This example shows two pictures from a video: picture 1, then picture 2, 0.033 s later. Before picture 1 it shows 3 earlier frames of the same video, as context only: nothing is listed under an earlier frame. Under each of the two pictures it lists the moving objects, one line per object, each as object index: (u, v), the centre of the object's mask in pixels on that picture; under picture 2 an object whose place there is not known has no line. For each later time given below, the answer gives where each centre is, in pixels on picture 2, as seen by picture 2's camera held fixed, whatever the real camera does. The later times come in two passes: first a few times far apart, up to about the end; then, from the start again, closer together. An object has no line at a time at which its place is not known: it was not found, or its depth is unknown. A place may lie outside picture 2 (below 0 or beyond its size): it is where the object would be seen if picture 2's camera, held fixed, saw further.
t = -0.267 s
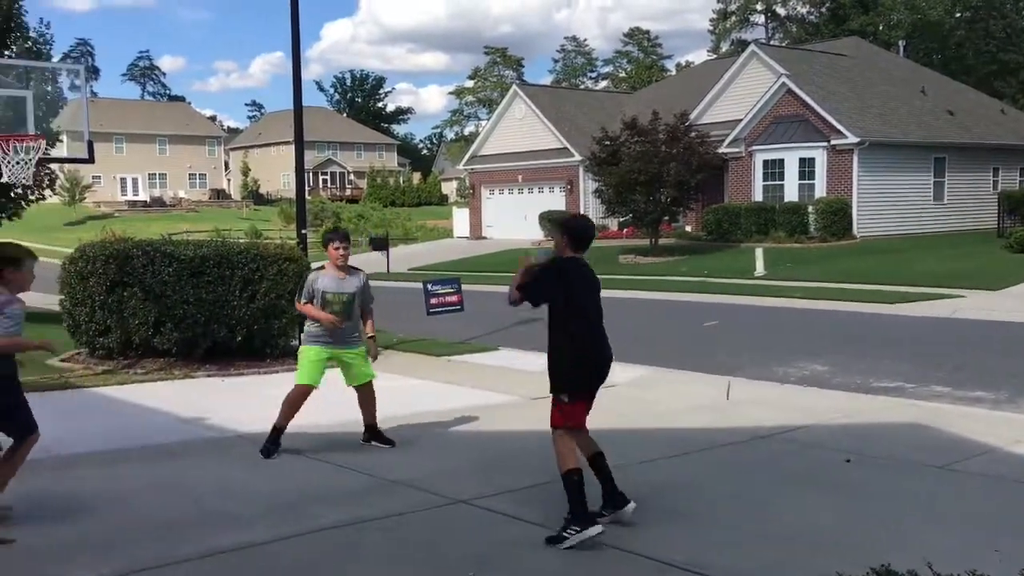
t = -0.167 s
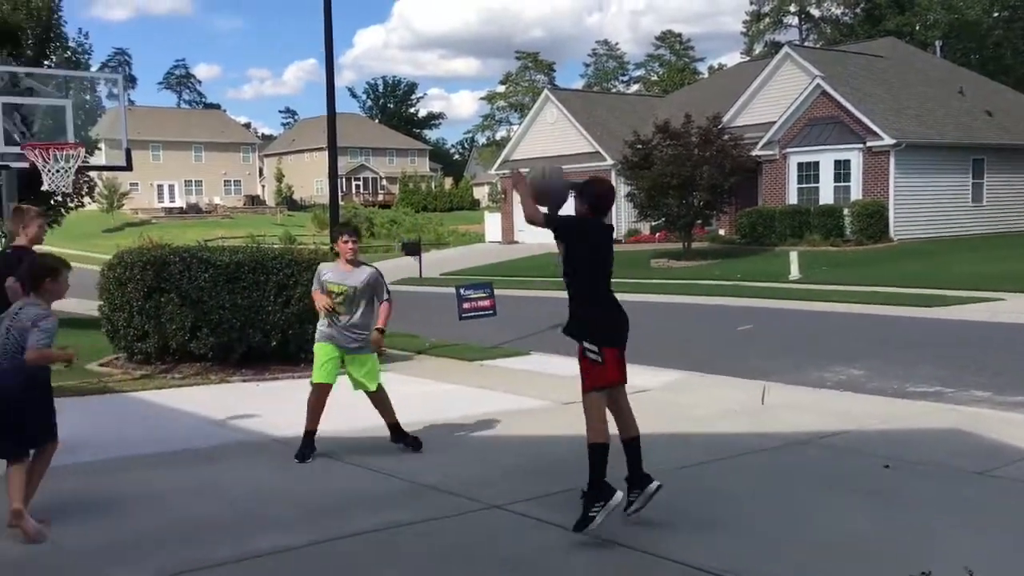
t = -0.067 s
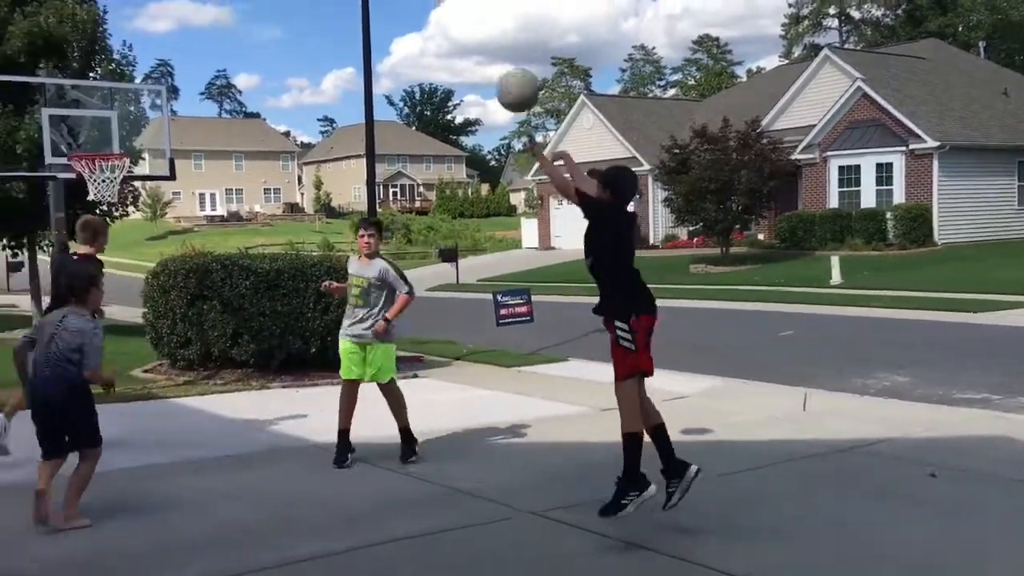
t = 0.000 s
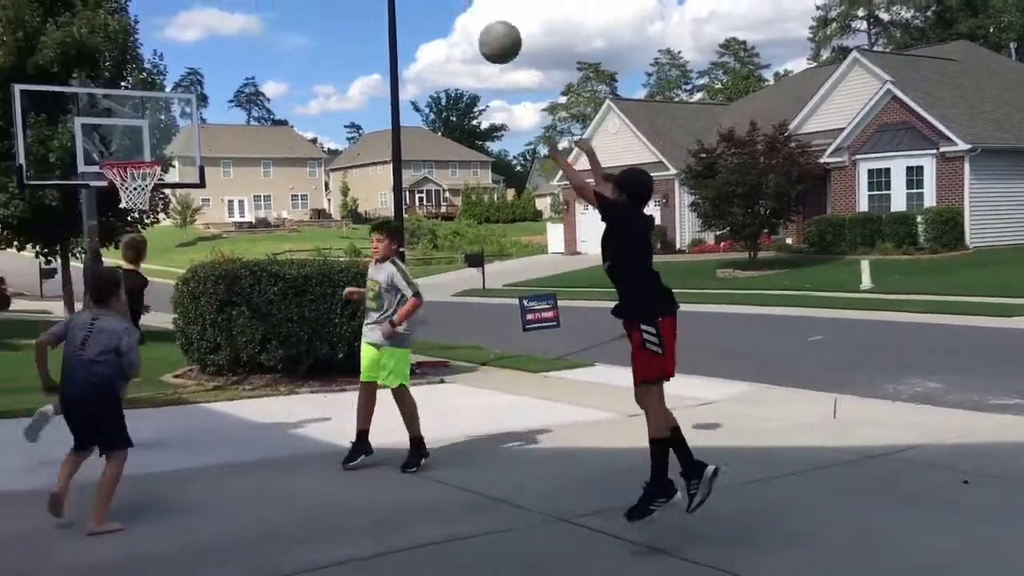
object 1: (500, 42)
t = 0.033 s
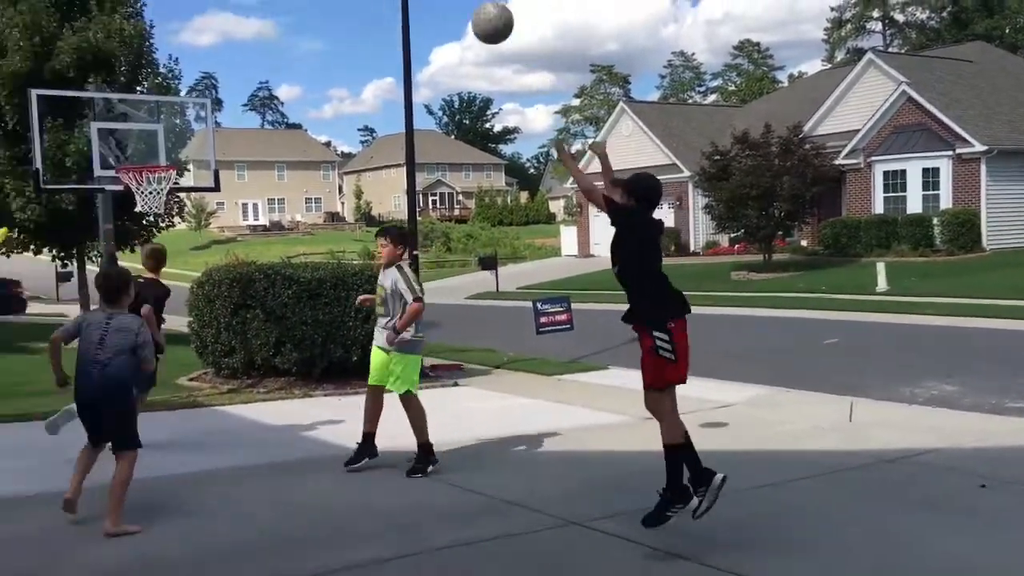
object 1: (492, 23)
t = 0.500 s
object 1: (264, -56)
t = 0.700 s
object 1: (197, -3)
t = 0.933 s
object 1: (136, 115)
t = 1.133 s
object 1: (130, 104)
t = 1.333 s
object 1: (153, 61)
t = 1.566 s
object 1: (178, 66)
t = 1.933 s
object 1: (231, 188)
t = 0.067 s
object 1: (472, 8)
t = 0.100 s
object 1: (451, -3)
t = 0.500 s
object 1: (264, -56)
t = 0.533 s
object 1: (252, -55)
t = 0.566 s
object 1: (240, -50)
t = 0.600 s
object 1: (229, -41)
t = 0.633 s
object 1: (218, -29)
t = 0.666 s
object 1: (208, -17)
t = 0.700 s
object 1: (197, -3)
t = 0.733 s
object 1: (187, 10)
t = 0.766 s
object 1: (179, 25)
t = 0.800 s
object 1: (170, 42)
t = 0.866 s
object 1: (152, 74)
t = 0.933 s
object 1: (136, 115)
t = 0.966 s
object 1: (127, 134)
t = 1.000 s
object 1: (120, 155)
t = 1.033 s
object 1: (120, 143)
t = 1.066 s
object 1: (126, 130)
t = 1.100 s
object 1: (129, 117)
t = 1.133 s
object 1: (130, 104)
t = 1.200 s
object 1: (139, 85)
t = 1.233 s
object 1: (142, 77)
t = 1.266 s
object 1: (145, 70)
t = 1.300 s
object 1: (148, 66)
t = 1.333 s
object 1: (153, 61)
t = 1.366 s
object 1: (155, 59)
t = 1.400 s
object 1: (160, 57)
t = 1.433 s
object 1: (162, 56)
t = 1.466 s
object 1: (167, 58)
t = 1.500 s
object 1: (170, 59)
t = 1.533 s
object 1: (175, 62)
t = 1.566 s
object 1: (178, 66)
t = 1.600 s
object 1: (182, 72)
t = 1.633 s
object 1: (185, 78)
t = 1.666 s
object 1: (192, 87)
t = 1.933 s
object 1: (231, 188)
